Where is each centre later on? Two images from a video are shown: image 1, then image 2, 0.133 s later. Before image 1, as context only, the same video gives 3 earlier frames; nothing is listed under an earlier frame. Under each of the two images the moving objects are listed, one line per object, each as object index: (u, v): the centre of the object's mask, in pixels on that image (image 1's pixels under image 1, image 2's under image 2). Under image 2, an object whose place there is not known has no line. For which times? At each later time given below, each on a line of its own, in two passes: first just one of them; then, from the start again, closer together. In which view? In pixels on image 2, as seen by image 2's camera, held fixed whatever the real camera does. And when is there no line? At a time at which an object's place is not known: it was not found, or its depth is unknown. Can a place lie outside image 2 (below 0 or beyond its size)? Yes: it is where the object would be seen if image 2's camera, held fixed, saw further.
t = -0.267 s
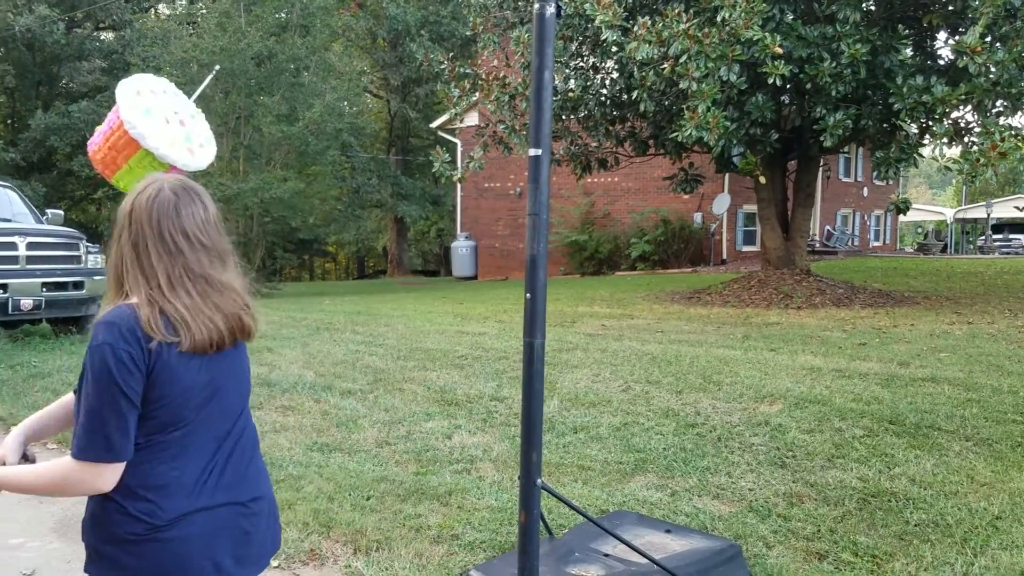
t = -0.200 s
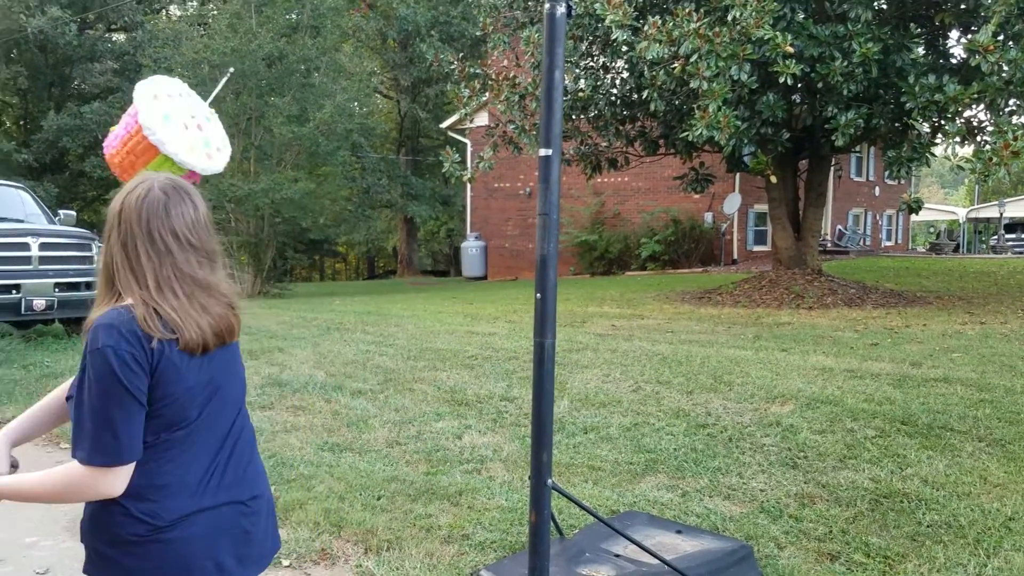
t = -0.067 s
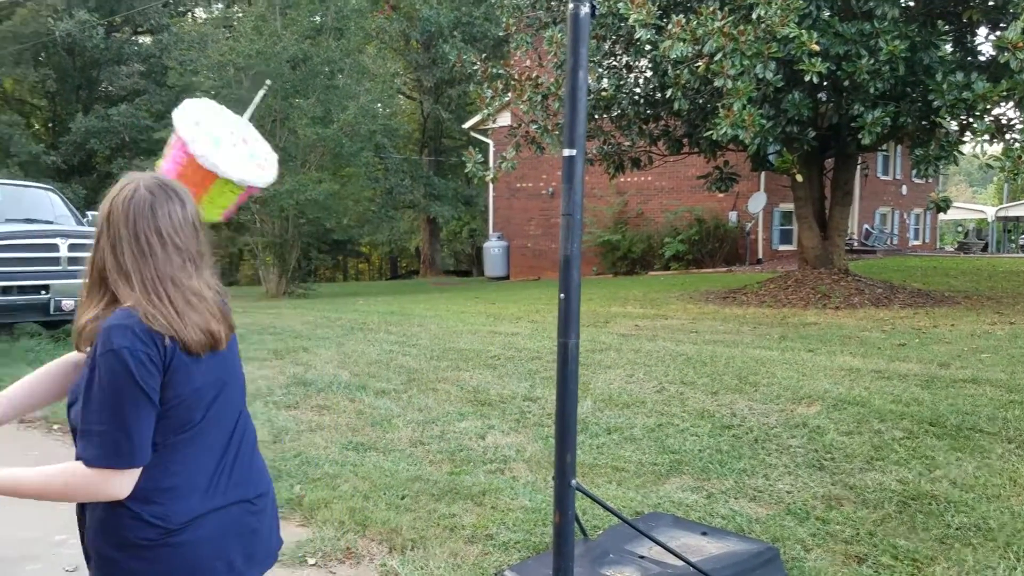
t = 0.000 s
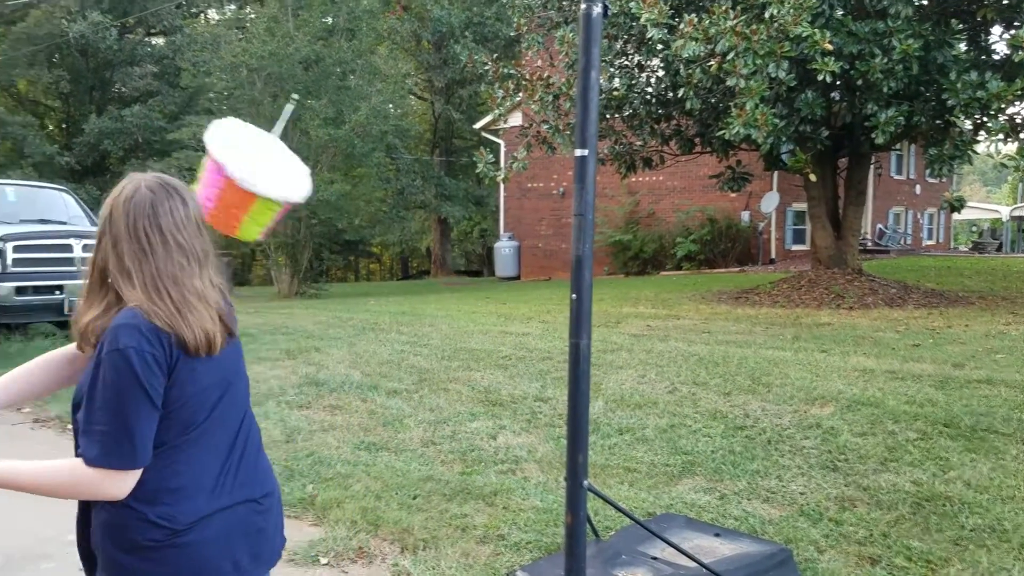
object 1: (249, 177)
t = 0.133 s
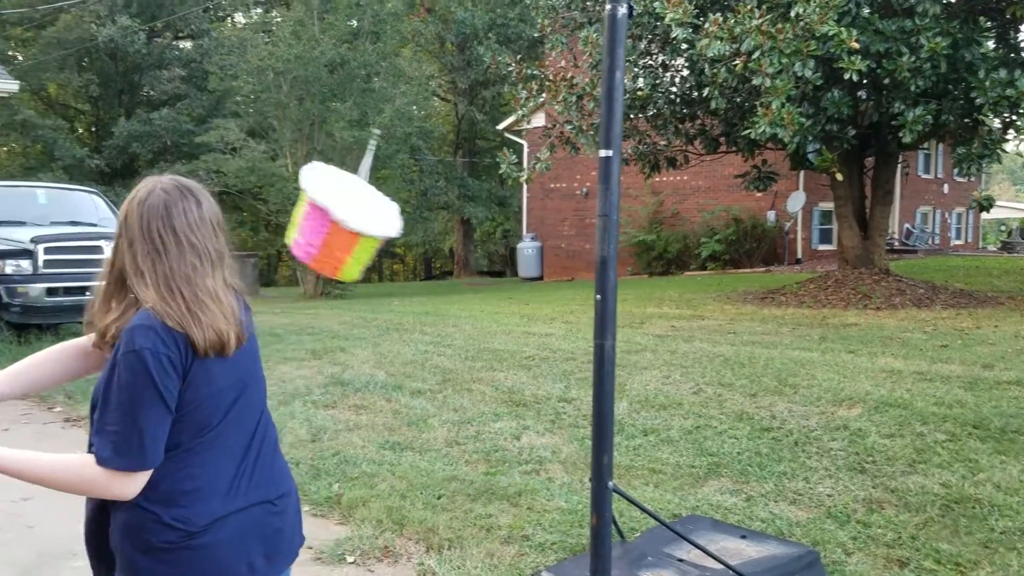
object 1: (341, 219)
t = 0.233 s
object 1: (398, 242)
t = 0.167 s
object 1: (359, 228)
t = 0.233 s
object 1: (398, 242)
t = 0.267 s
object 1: (420, 246)
